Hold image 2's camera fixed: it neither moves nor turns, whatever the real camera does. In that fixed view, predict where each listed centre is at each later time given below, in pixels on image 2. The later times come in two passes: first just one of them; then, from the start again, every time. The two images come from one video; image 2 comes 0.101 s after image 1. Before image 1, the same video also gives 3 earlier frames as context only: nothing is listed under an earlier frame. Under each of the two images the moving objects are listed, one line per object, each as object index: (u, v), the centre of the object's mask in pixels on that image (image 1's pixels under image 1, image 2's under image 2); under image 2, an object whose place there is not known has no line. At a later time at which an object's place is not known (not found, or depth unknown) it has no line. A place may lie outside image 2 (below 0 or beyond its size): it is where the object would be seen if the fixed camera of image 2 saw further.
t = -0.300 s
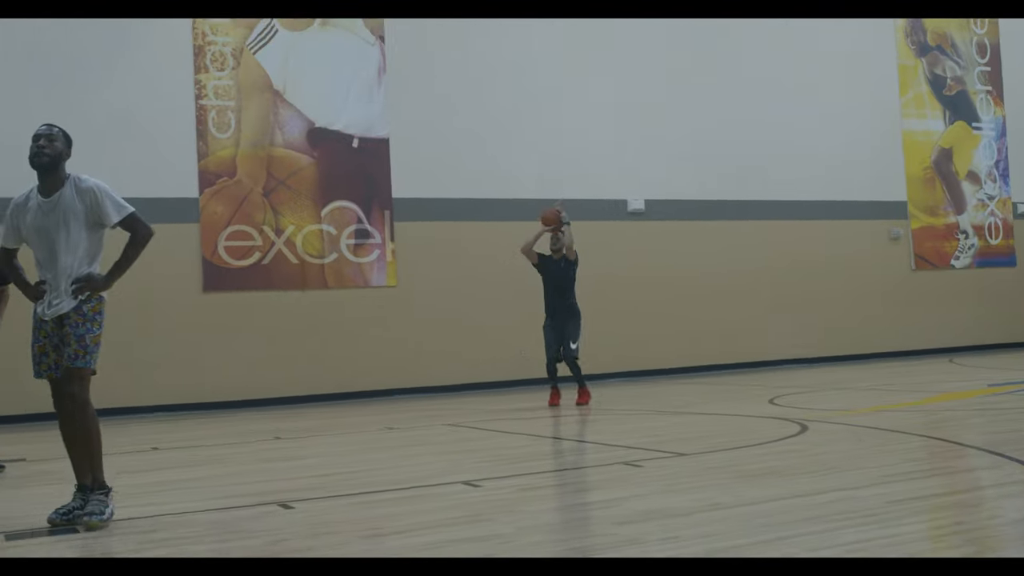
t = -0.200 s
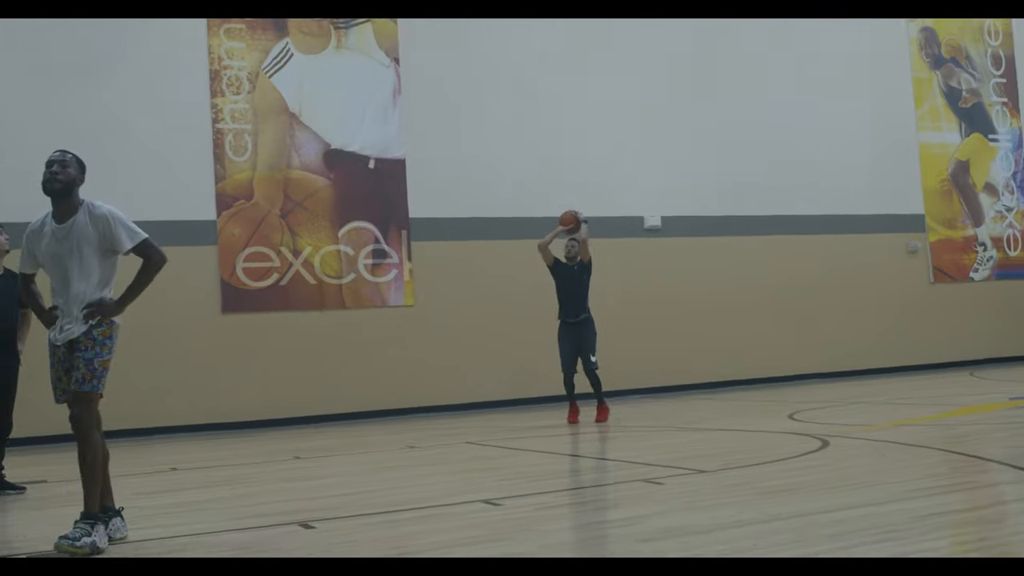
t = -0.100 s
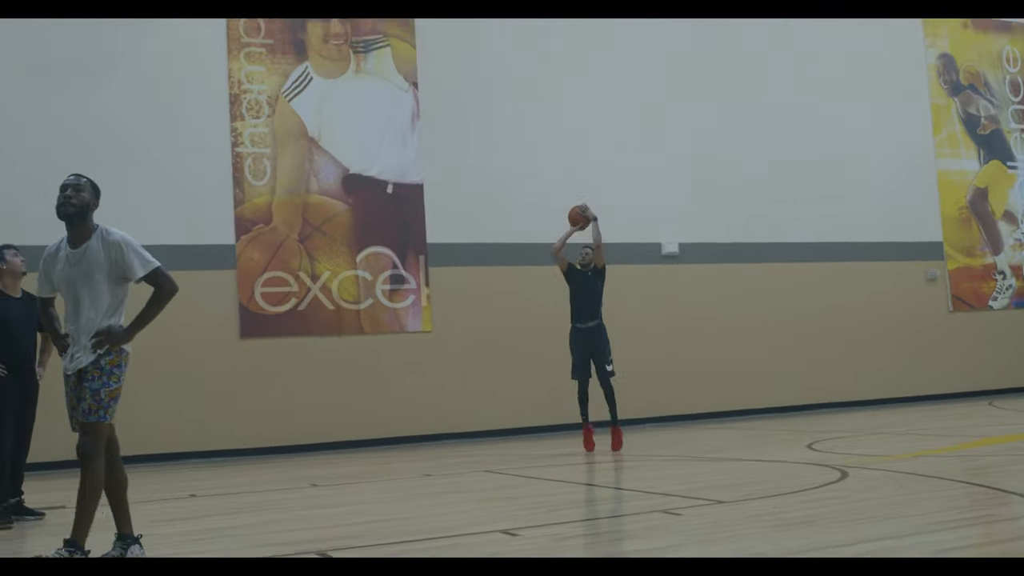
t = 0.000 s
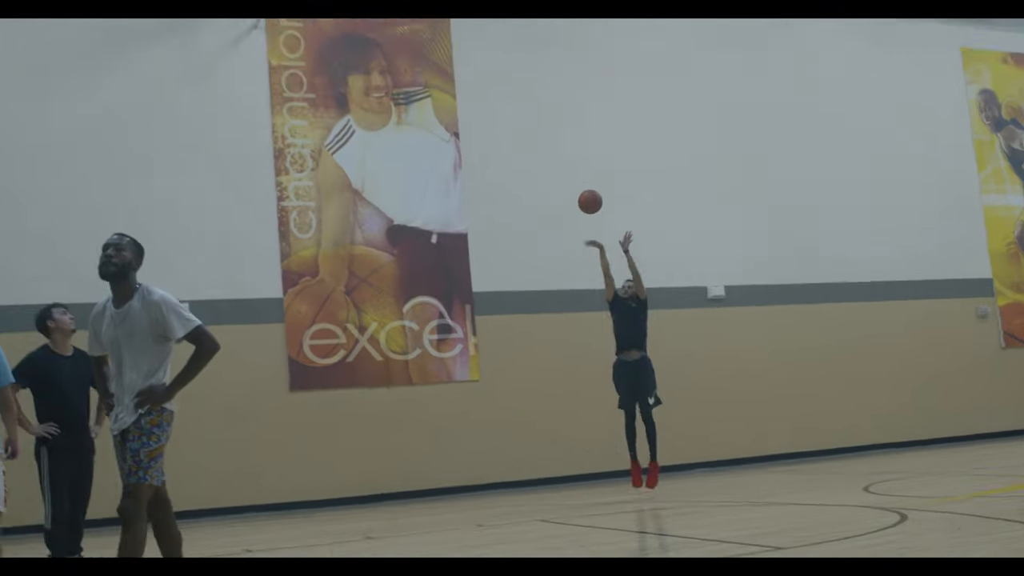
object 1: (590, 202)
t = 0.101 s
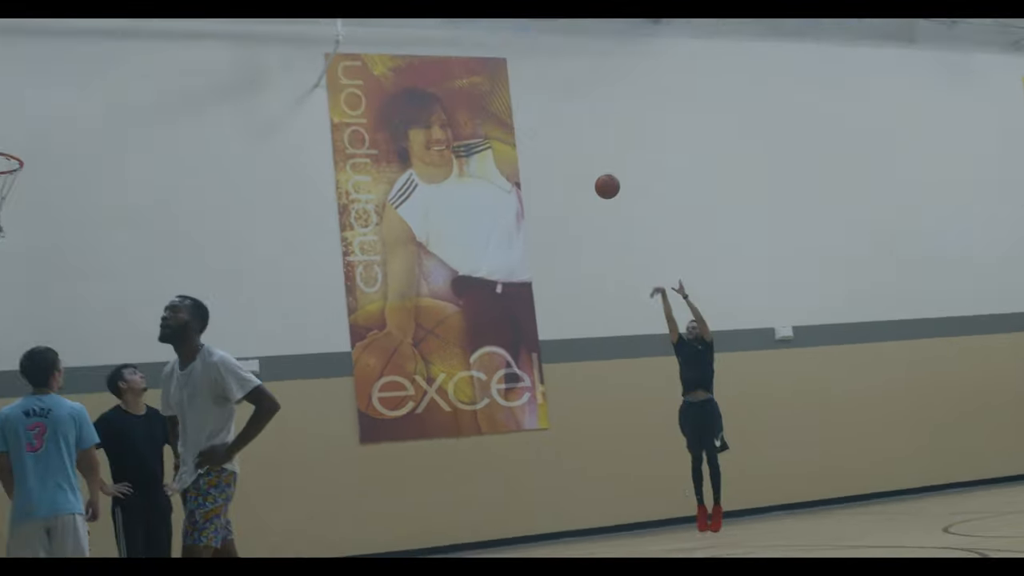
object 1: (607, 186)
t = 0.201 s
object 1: (560, 135)
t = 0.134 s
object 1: (592, 168)
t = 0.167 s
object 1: (576, 151)
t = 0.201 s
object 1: (560, 135)
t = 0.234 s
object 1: (544, 120)
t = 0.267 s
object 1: (528, 105)
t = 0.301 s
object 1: (512, 92)
